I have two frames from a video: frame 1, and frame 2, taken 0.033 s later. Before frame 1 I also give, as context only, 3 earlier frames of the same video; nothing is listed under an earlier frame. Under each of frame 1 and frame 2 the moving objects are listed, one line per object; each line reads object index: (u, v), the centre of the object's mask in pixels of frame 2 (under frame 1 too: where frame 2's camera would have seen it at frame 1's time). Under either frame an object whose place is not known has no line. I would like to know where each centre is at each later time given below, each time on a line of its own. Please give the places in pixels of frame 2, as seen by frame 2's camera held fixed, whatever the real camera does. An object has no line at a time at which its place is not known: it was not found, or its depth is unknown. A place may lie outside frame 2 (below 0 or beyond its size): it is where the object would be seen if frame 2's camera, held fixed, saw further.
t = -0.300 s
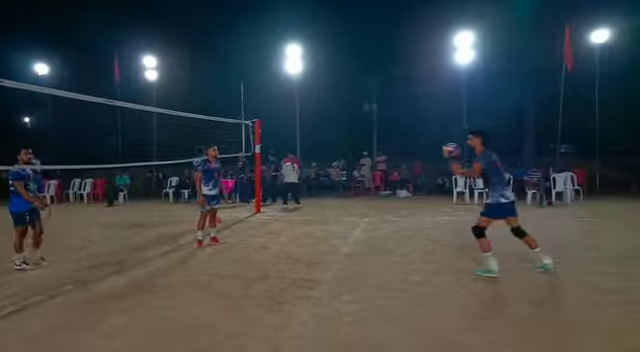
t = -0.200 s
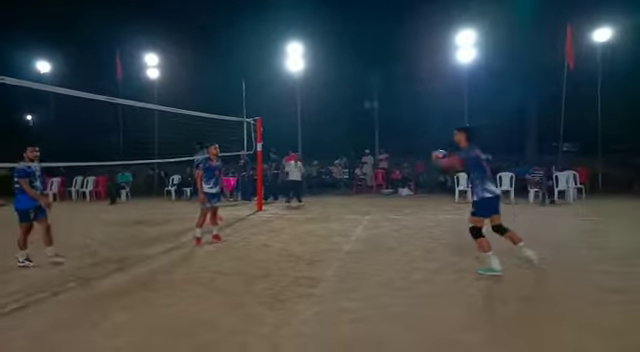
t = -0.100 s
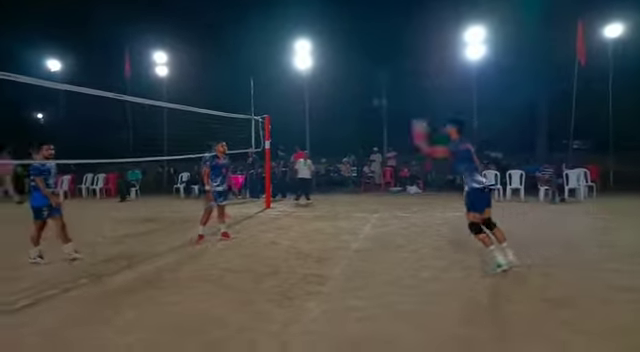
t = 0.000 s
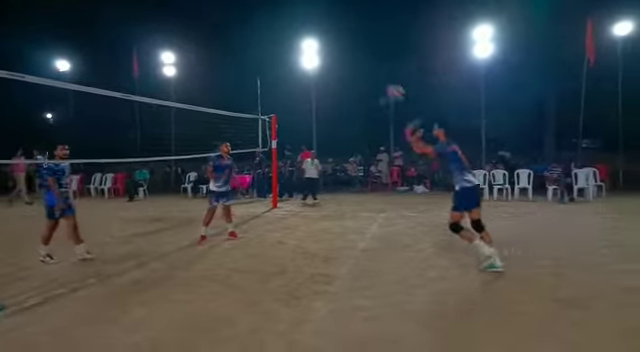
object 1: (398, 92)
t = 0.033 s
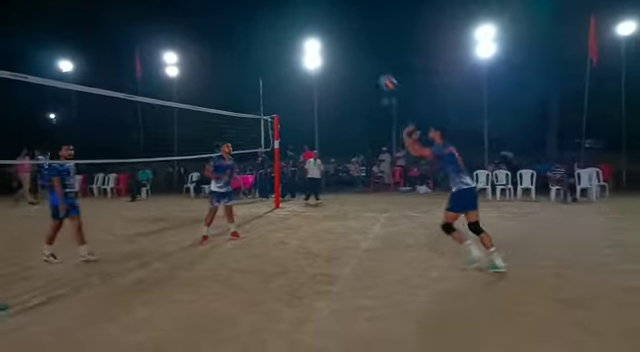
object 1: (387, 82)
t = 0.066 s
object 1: (378, 73)
